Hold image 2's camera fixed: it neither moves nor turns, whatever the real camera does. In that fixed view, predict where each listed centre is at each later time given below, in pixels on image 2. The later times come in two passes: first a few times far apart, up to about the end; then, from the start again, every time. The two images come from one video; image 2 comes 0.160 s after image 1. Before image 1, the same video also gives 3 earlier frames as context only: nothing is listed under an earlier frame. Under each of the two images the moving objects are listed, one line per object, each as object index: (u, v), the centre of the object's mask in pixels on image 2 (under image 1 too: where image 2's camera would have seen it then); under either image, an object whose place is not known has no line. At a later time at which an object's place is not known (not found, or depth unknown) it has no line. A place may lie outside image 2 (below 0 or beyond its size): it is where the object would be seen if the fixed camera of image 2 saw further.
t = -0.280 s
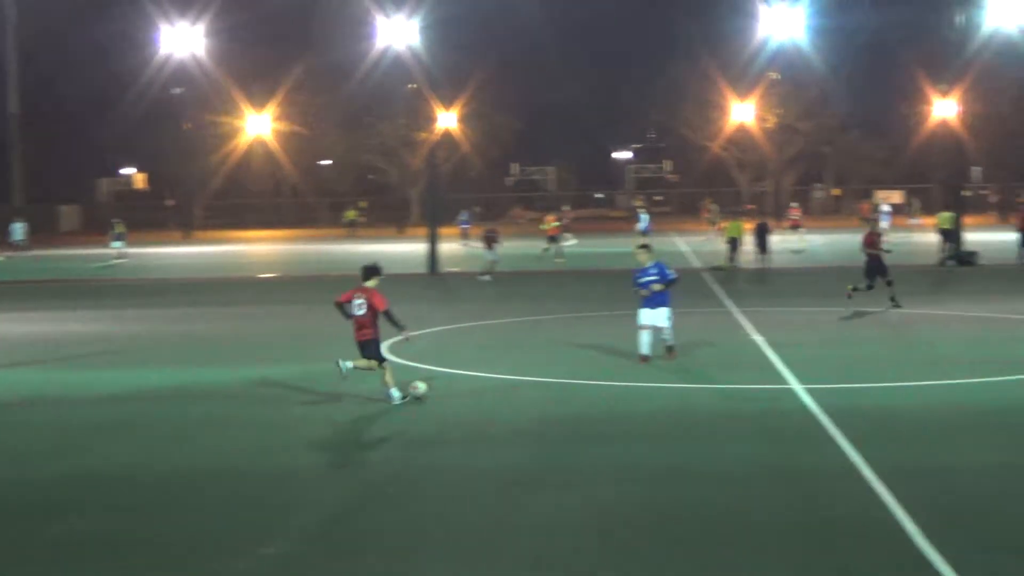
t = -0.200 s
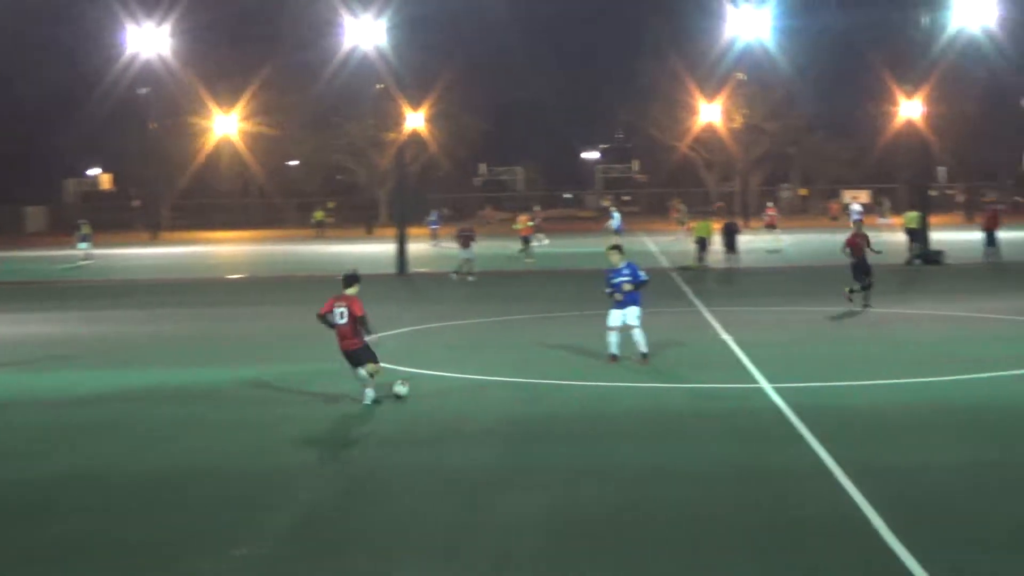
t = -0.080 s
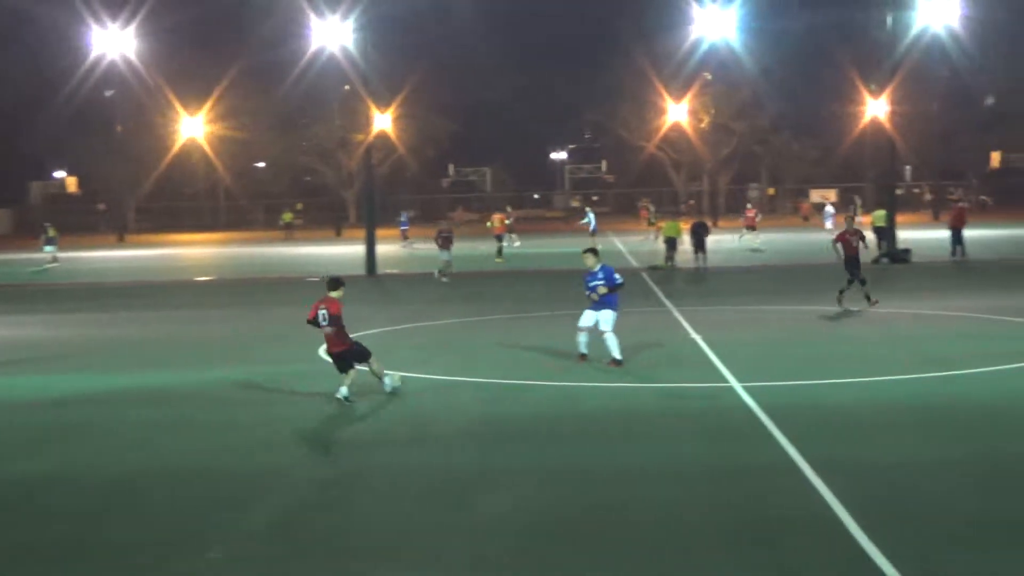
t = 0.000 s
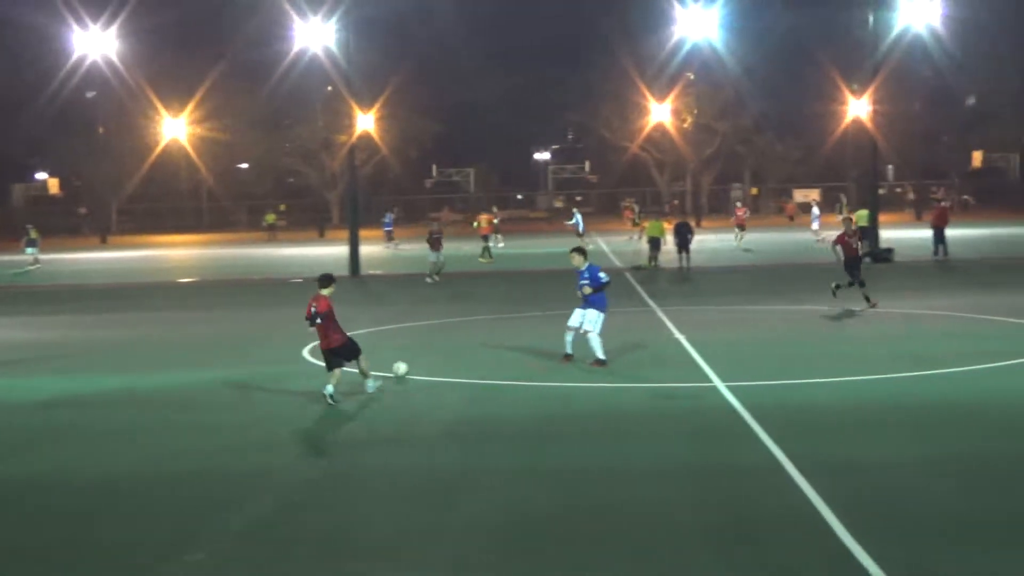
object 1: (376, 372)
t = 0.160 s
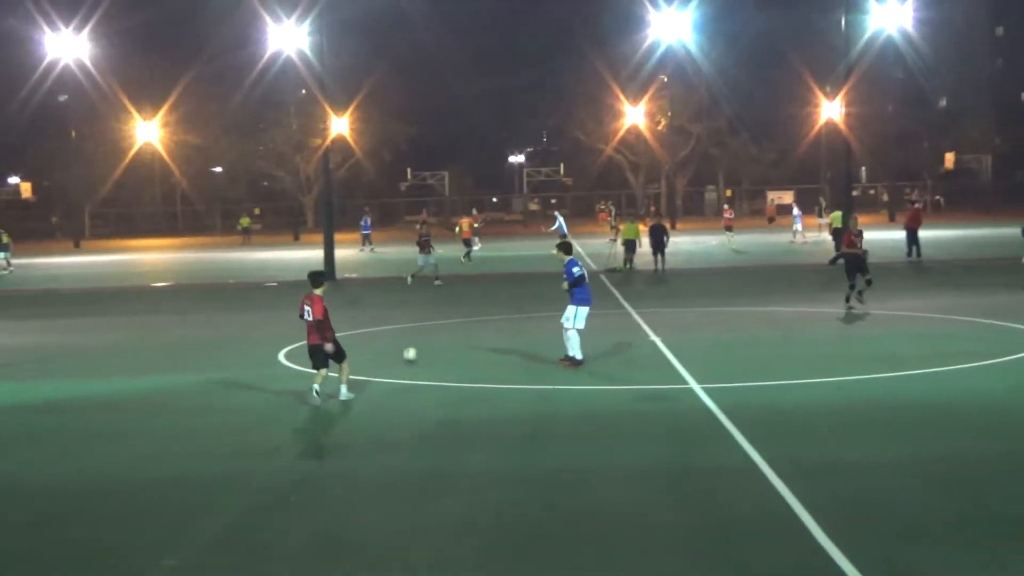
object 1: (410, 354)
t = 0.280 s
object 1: (429, 343)
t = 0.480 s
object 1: (452, 327)
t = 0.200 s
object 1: (417, 349)
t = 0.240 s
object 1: (423, 345)
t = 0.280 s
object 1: (429, 343)
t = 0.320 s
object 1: (434, 339)
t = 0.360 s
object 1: (439, 334)
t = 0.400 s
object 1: (444, 333)
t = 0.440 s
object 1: (448, 330)
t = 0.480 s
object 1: (452, 327)
